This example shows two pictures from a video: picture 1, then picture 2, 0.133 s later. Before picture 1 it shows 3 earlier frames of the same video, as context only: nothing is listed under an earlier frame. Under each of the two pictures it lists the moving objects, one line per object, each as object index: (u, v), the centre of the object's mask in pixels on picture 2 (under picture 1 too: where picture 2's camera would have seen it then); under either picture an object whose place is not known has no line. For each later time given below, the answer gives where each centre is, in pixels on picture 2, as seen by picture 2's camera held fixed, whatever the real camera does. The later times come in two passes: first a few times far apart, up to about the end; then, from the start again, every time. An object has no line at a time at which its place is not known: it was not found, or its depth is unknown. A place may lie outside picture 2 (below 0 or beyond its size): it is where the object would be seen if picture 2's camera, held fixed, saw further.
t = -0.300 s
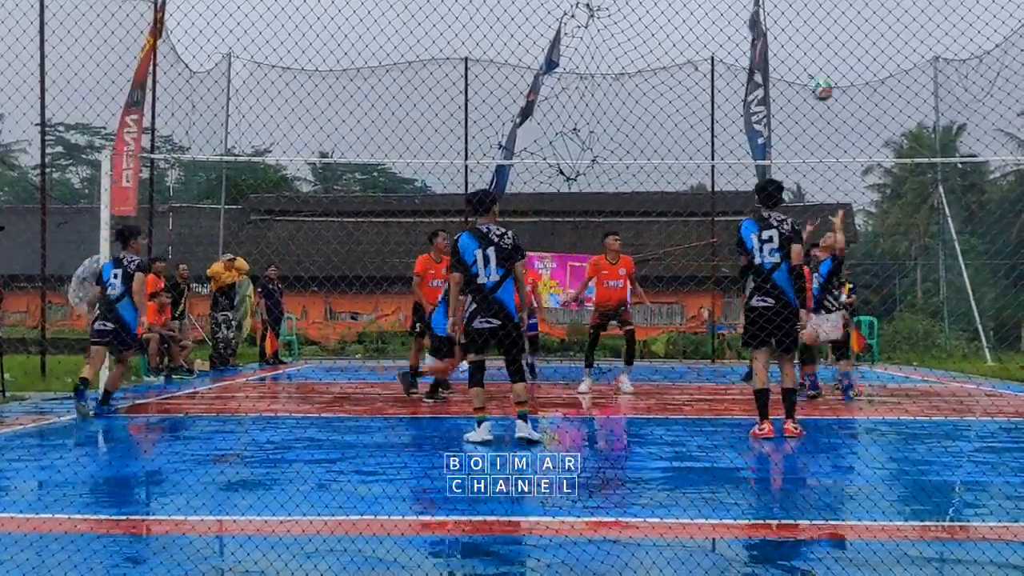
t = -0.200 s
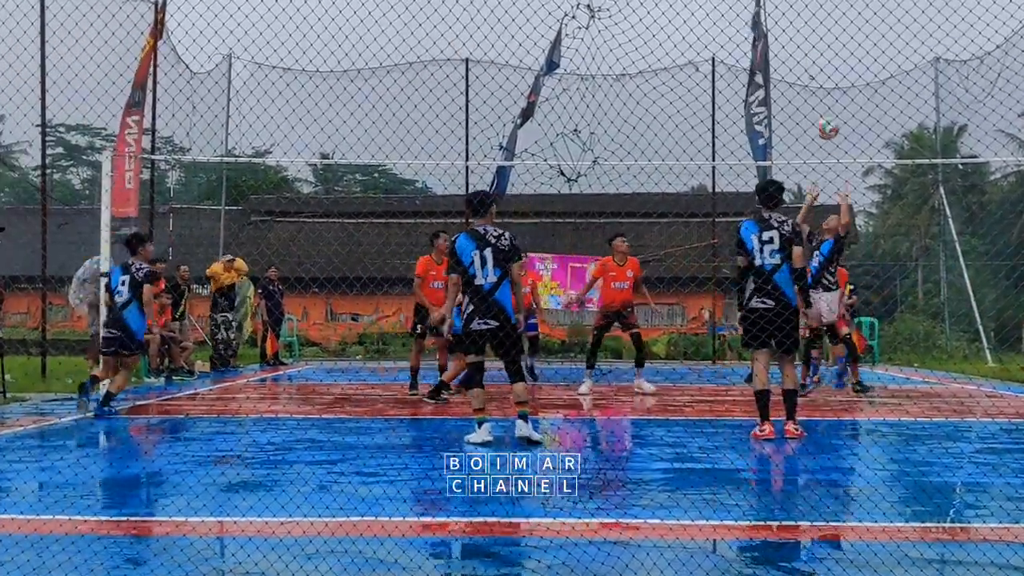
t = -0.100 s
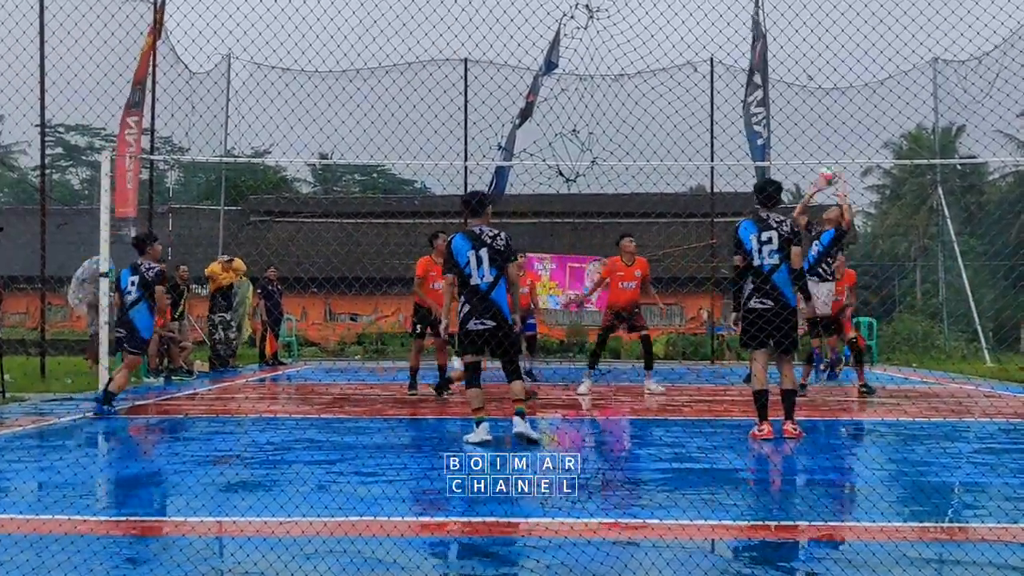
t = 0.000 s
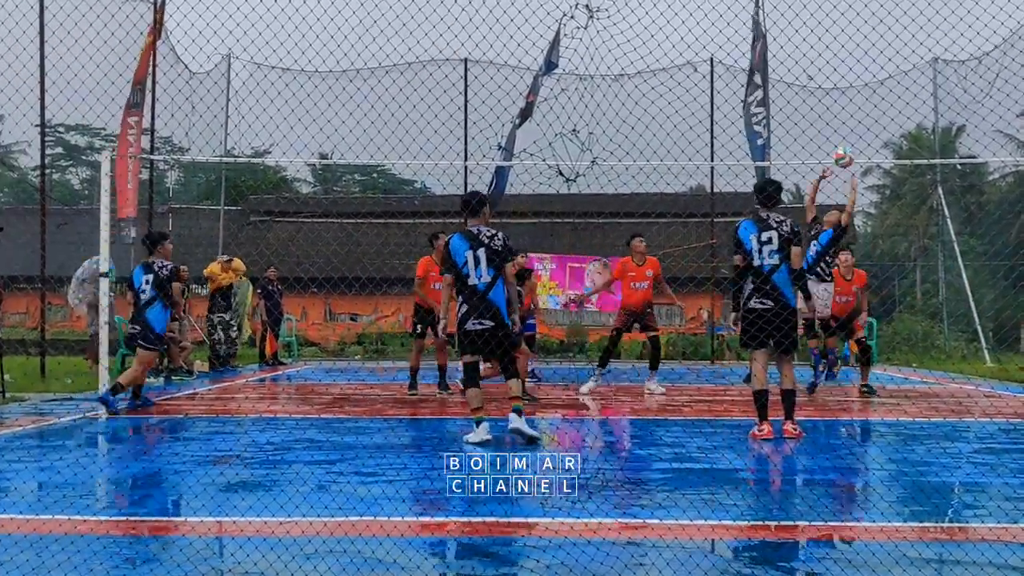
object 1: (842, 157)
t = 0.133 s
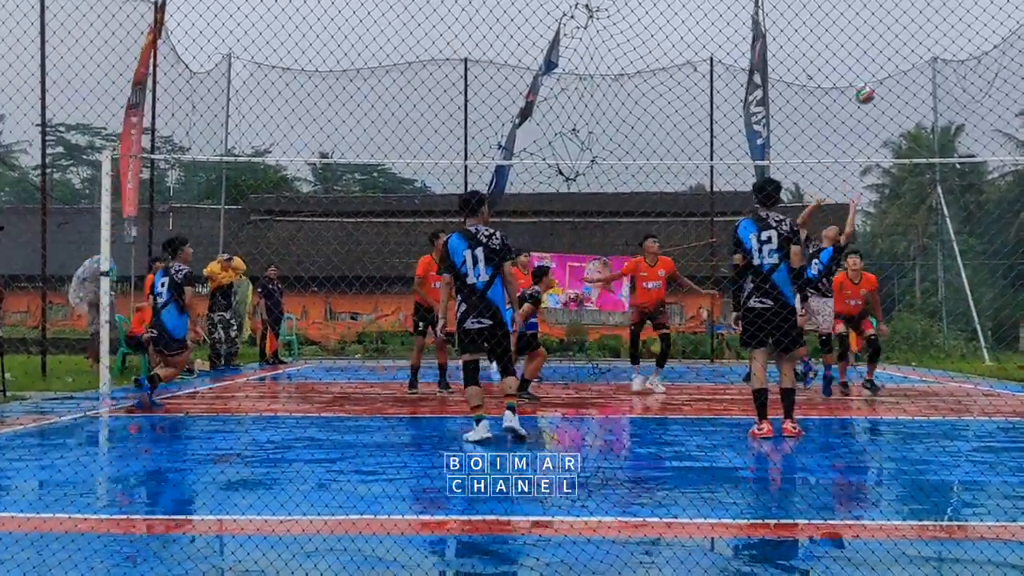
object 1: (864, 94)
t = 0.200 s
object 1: (875, 70)
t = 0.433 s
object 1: (907, 19)
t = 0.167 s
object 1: (870, 81)
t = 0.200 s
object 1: (875, 70)
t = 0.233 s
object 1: (880, 59)
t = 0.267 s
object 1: (884, 49)
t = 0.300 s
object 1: (889, 42)
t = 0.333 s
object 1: (894, 35)
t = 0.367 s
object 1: (899, 29)
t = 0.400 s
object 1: (903, 24)
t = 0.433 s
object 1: (907, 19)
